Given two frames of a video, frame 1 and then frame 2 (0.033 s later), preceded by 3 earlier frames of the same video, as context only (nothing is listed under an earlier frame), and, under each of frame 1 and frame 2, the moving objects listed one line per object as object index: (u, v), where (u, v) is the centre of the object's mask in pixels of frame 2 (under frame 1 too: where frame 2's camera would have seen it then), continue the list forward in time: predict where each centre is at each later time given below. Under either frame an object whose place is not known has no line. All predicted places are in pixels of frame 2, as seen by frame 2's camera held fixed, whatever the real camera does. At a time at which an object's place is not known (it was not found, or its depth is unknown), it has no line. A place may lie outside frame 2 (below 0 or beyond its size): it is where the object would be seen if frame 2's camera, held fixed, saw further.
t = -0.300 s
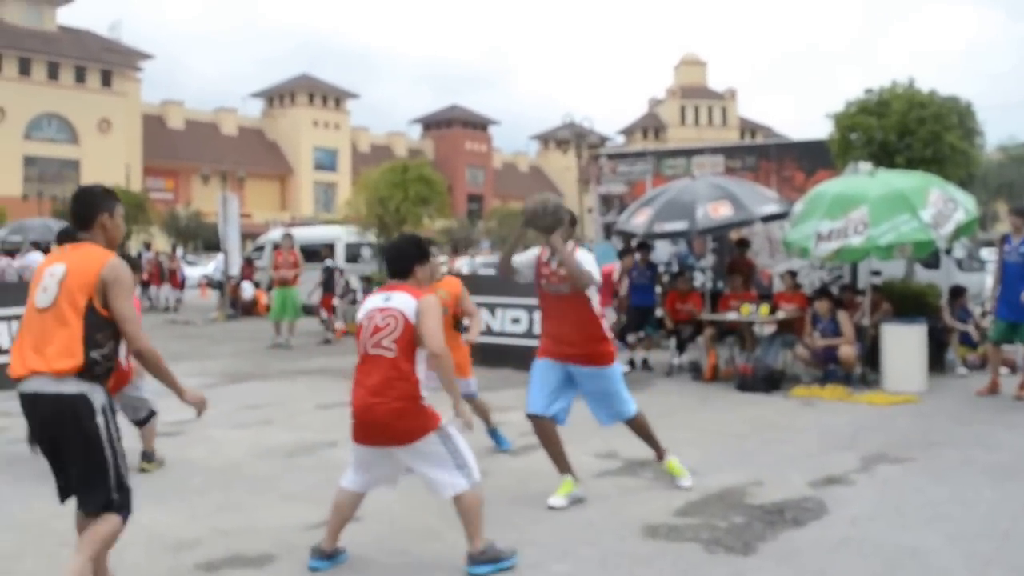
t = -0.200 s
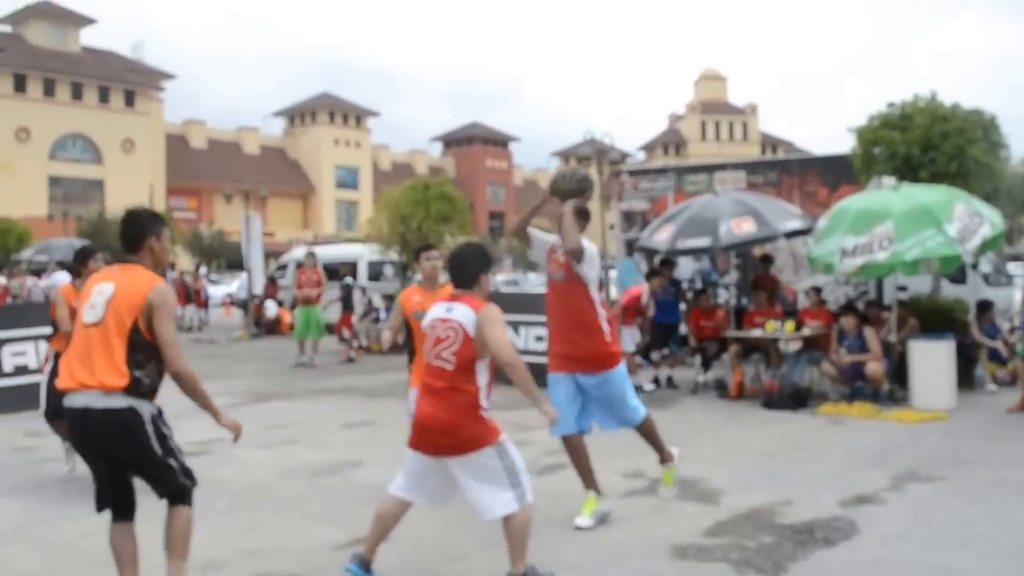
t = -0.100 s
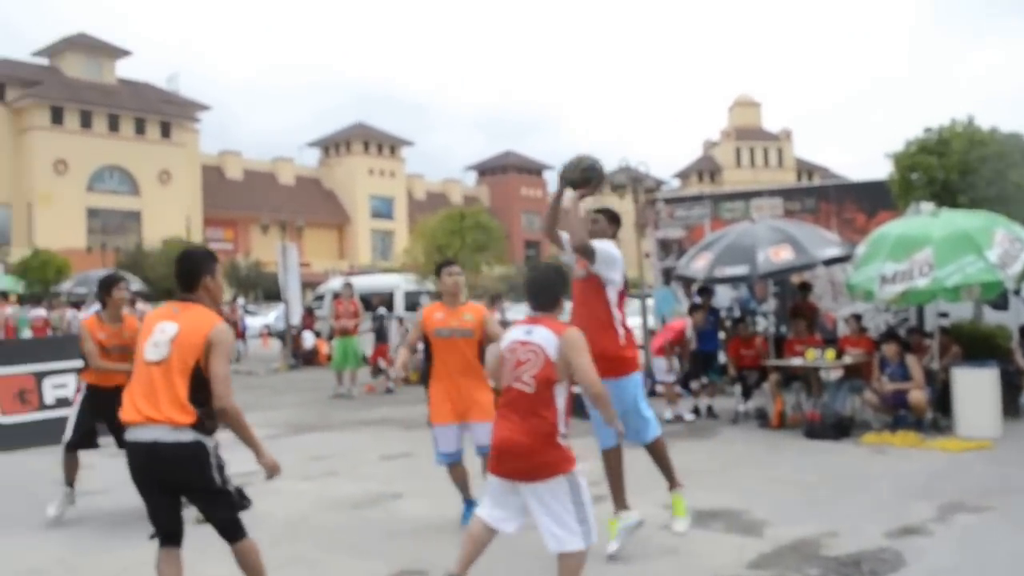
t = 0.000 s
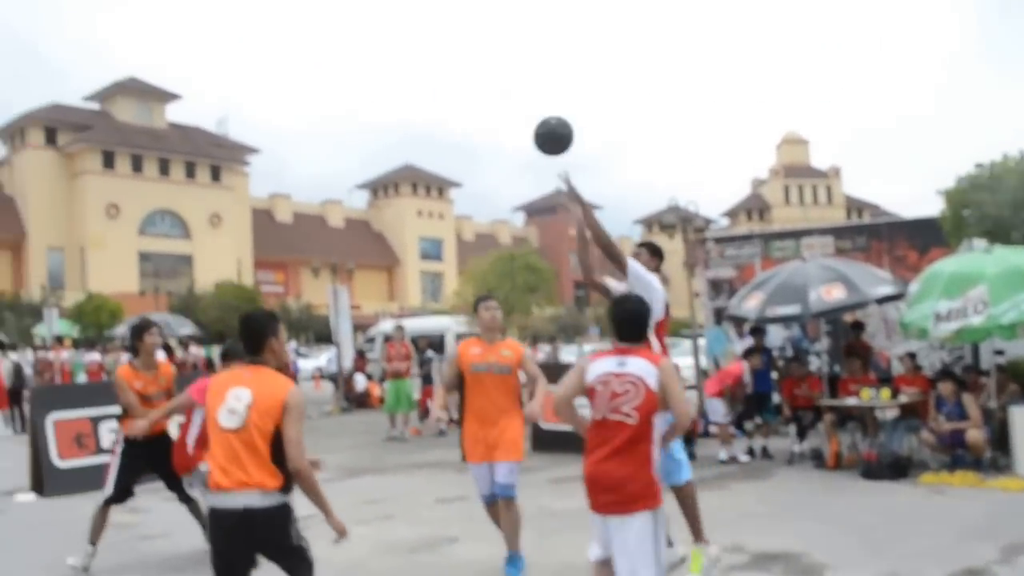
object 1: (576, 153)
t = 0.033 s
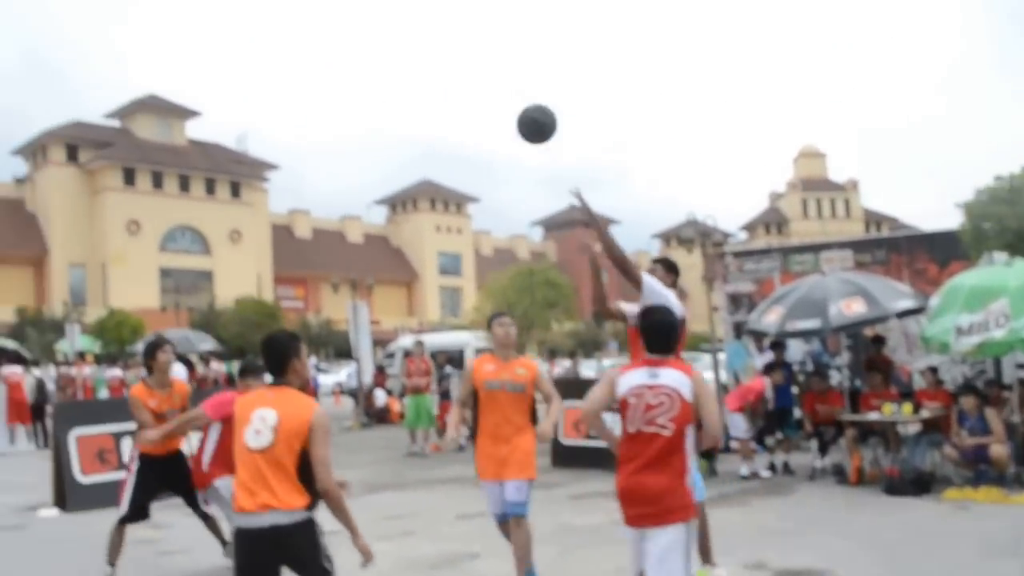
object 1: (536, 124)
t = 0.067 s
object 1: (502, 103)
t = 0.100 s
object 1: (468, 79)
